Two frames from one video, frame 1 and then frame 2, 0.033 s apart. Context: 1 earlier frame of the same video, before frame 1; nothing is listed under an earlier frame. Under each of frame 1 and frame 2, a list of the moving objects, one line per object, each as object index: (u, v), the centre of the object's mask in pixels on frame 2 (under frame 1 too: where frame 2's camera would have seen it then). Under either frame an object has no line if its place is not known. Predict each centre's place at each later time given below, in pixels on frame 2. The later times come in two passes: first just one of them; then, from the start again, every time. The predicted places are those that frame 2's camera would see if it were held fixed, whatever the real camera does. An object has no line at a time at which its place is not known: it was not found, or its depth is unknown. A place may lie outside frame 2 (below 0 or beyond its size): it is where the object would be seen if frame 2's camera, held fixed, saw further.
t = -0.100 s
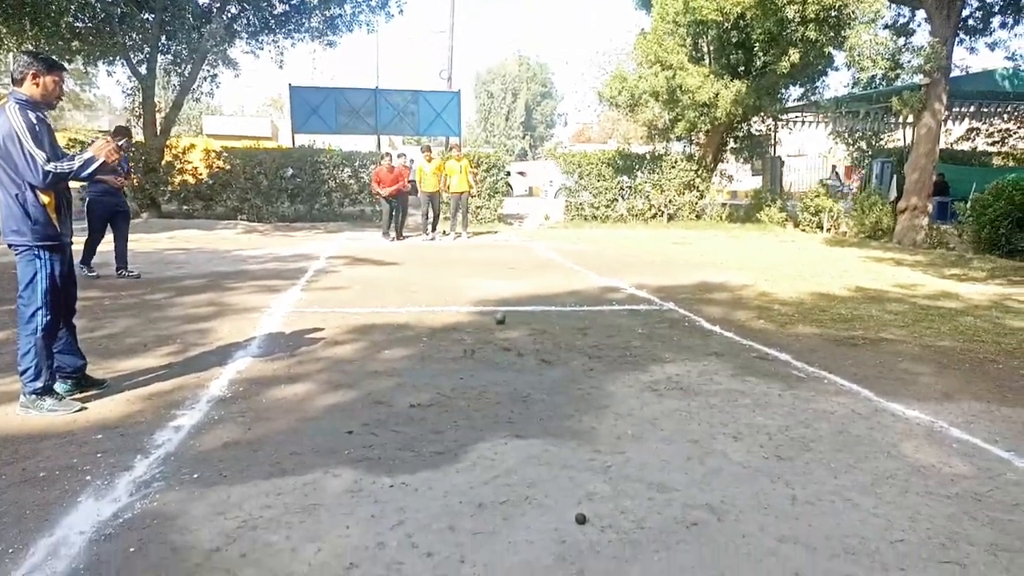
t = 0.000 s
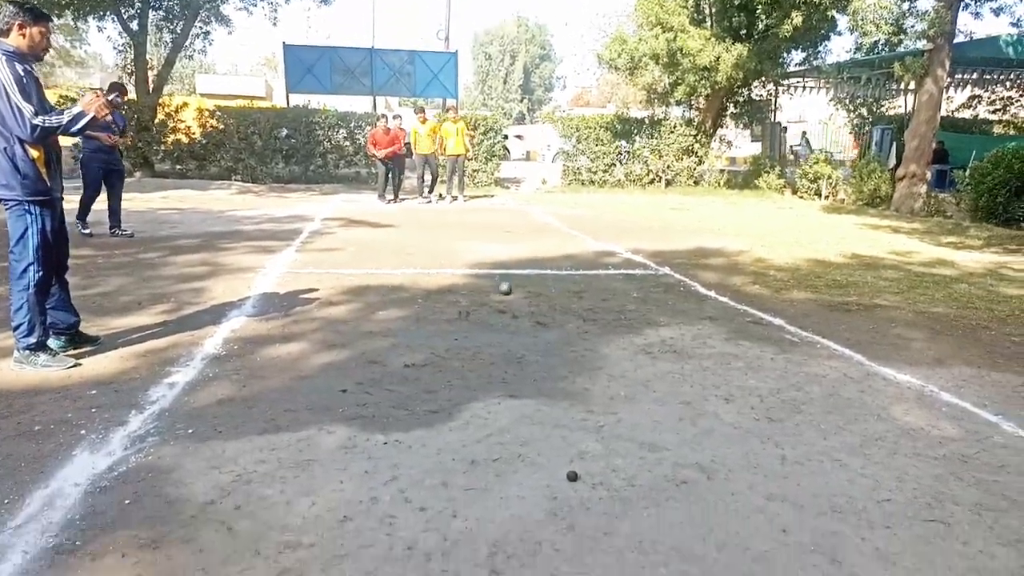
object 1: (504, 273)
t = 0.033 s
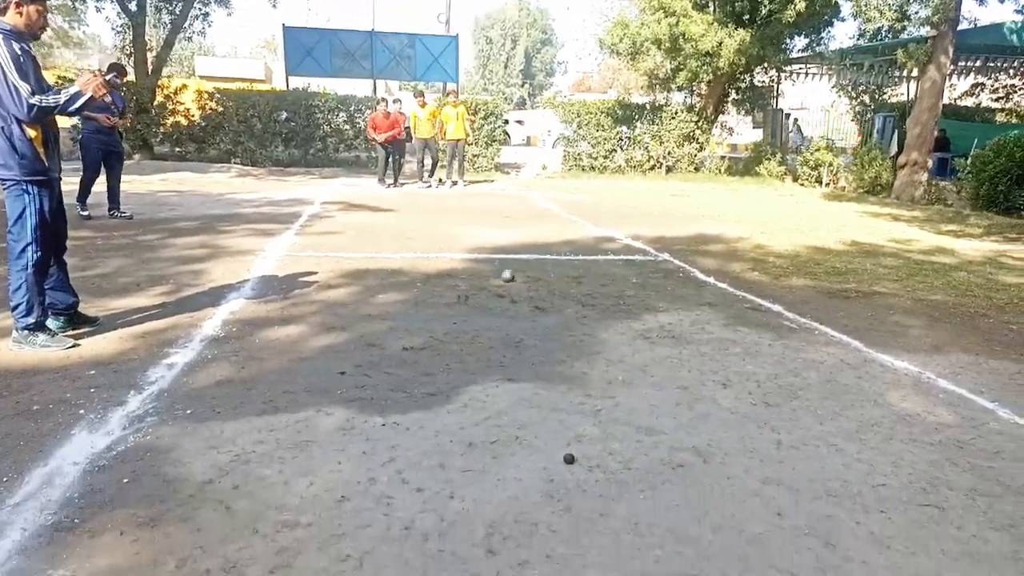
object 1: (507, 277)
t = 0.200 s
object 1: (528, 294)
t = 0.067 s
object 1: (511, 279)
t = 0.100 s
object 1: (515, 282)
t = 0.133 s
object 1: (519, 286)
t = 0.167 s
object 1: (524, 291)
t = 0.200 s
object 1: (528, 294)
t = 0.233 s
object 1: (532, 298)
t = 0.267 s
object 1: (537, 303)
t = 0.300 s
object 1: (541, 306)
